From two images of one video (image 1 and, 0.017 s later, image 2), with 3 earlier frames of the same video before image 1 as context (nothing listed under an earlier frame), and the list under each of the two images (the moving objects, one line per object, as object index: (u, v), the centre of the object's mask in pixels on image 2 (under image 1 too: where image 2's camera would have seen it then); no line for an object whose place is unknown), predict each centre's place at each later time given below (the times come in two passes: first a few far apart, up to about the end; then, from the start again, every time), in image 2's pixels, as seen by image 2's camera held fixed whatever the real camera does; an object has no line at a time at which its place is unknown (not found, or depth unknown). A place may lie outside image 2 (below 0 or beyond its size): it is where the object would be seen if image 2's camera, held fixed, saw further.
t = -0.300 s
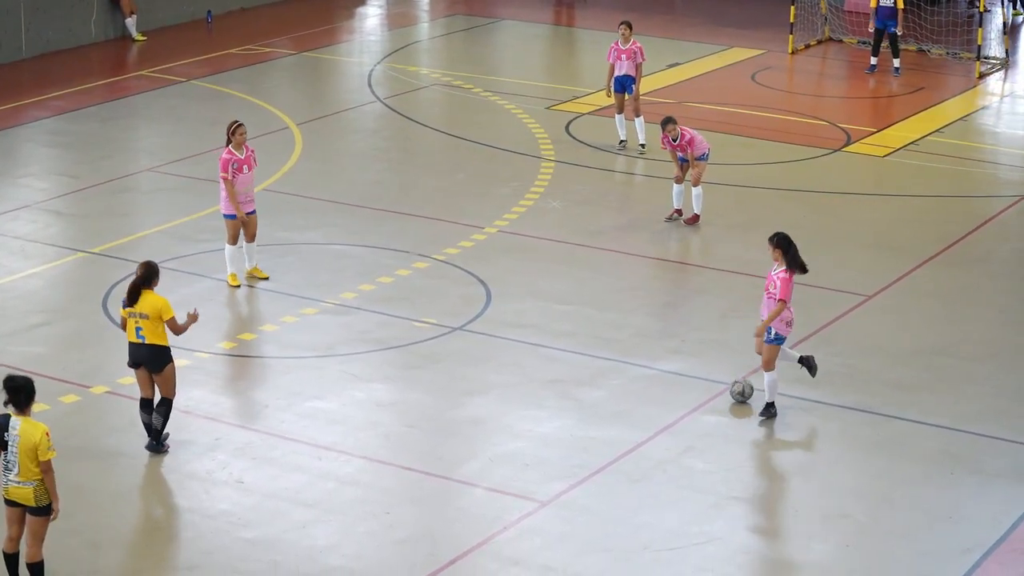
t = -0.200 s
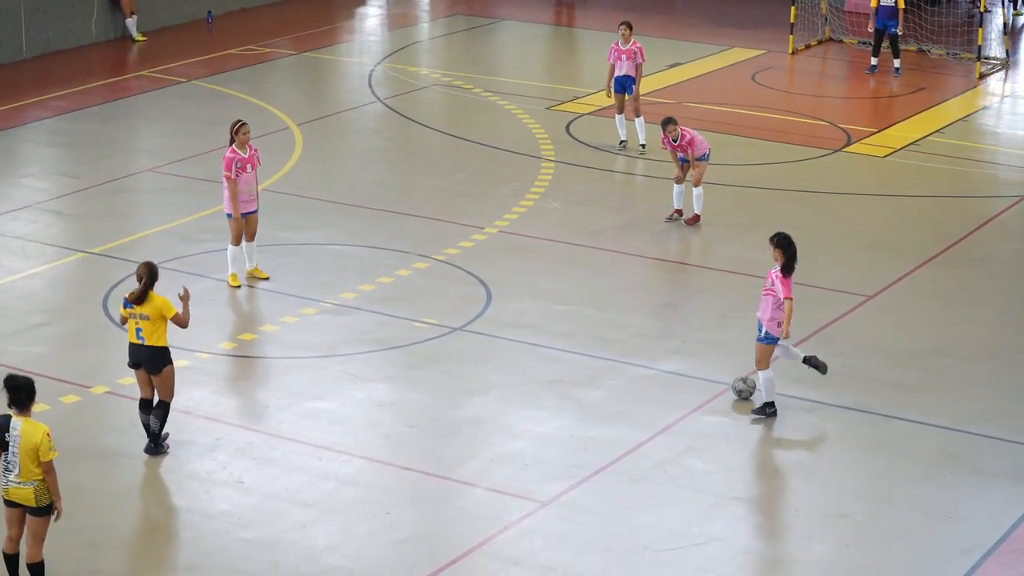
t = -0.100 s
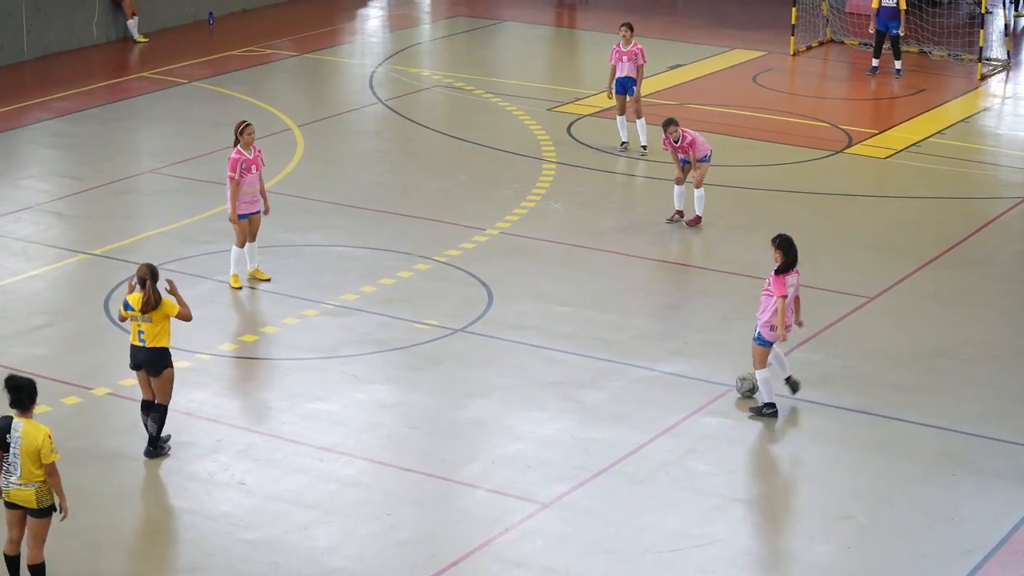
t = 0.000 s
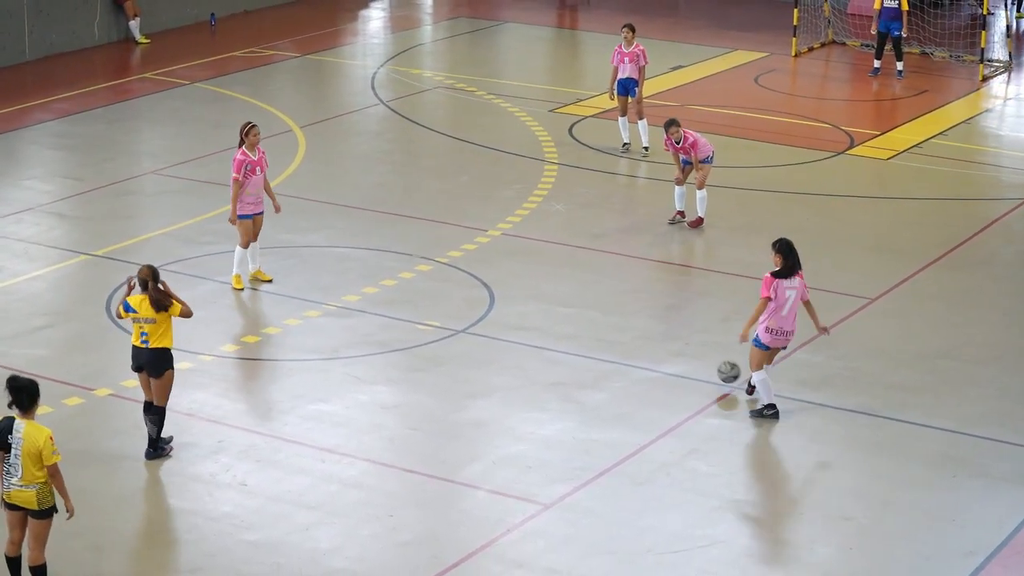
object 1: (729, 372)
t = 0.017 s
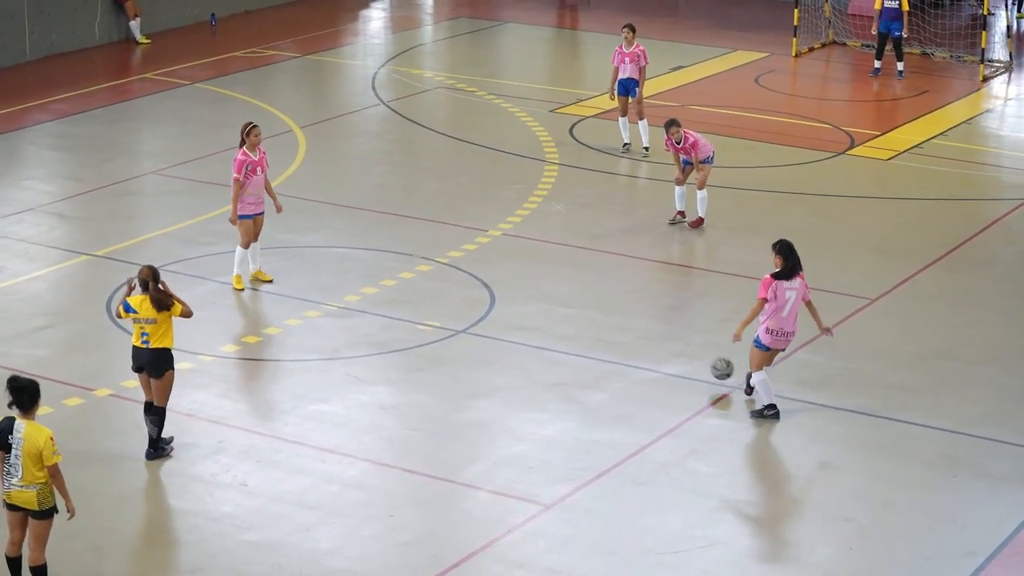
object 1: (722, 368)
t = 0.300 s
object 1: (611, 343)
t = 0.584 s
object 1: (543, 328)
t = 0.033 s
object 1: (714, 365)
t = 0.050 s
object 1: (708, 362)
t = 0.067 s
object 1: (701, 360)
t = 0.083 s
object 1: (694, 358)
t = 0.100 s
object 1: (687, 355)
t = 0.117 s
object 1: (679, 354)
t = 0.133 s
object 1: (672, 352)
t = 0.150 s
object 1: (666, 352)
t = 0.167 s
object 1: (659, 351)
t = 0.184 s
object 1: (652, 351)
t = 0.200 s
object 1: (645, 351)
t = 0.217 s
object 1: (638, 351)
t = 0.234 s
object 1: (631, 352)
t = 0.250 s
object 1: (626, 350)
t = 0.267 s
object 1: (621, 347)
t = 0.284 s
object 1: (616, 345)
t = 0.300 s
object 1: (611, 343)
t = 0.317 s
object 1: (606, 342)
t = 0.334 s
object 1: (601, 340)
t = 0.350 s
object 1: (596, 339)
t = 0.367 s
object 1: (592, 338)
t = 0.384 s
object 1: (587, 338)
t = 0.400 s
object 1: (582, 338)
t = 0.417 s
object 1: (577, 338)
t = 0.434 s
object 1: (574, 336)
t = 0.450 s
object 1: (570, 335)
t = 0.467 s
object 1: (566, 334)
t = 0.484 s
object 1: (562, 333)
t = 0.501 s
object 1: (559, 332)
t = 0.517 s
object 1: (555, 332)
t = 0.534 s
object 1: (552, 331)
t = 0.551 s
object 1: (548, 330)
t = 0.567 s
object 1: (545, 329)
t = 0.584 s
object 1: (543, 328)
